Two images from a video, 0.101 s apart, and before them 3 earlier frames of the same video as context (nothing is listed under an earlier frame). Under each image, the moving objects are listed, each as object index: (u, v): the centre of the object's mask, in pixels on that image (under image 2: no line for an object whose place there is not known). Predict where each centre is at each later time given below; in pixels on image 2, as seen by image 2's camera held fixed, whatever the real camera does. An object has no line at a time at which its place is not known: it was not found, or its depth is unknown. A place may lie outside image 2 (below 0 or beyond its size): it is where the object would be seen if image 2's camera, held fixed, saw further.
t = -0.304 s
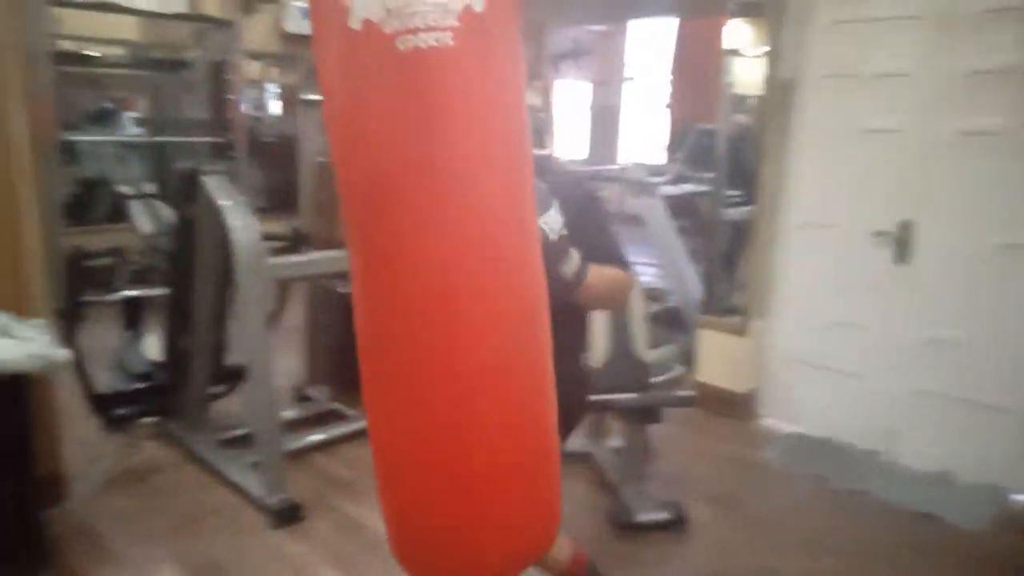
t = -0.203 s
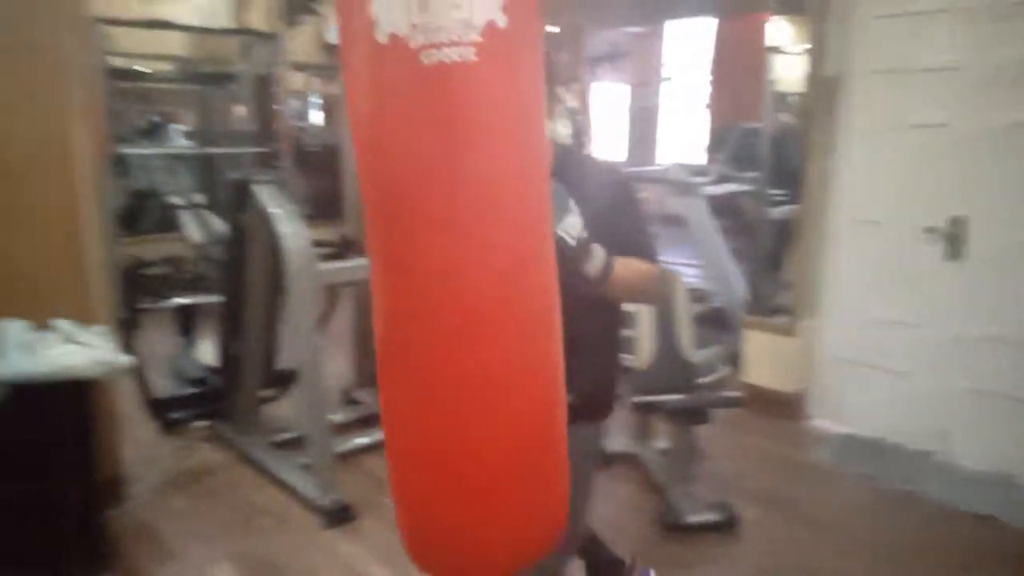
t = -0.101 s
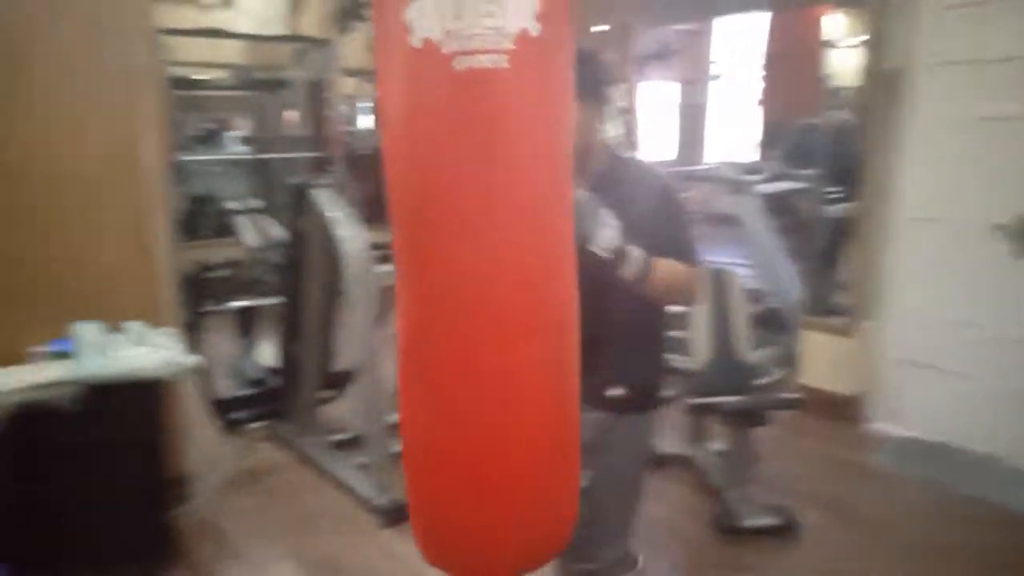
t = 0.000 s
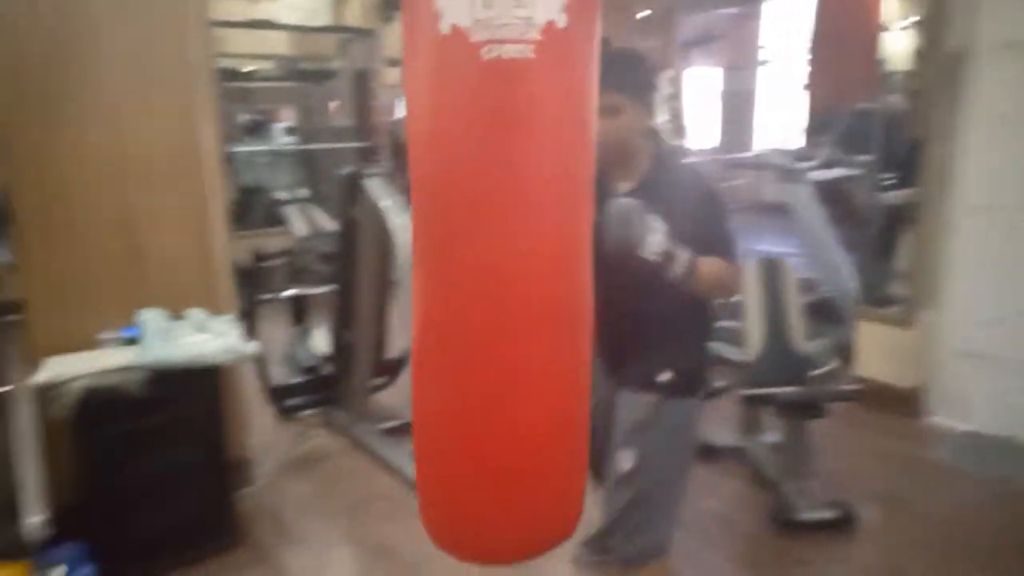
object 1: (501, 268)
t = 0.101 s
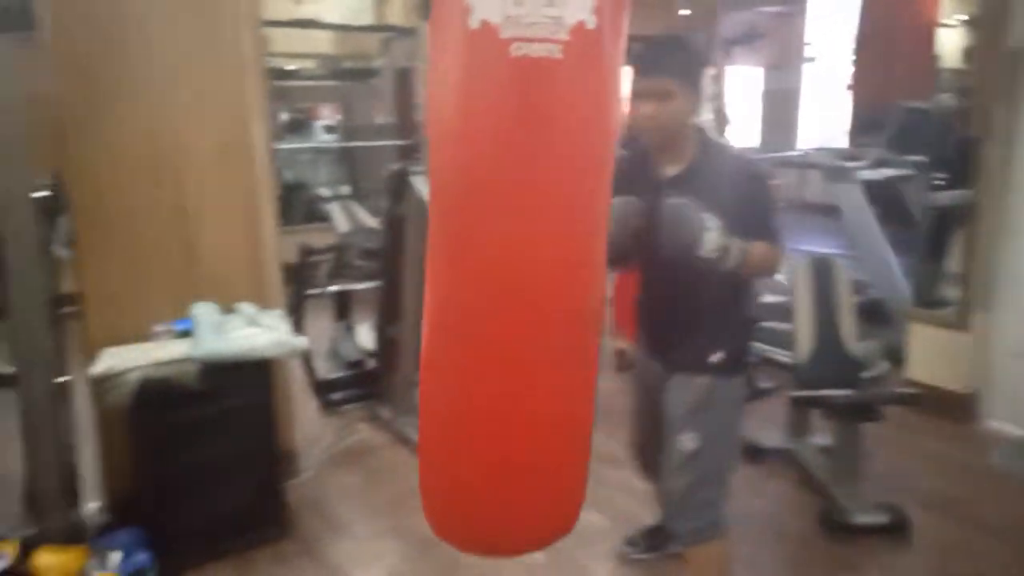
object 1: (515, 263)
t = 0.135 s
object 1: (511, 263)
